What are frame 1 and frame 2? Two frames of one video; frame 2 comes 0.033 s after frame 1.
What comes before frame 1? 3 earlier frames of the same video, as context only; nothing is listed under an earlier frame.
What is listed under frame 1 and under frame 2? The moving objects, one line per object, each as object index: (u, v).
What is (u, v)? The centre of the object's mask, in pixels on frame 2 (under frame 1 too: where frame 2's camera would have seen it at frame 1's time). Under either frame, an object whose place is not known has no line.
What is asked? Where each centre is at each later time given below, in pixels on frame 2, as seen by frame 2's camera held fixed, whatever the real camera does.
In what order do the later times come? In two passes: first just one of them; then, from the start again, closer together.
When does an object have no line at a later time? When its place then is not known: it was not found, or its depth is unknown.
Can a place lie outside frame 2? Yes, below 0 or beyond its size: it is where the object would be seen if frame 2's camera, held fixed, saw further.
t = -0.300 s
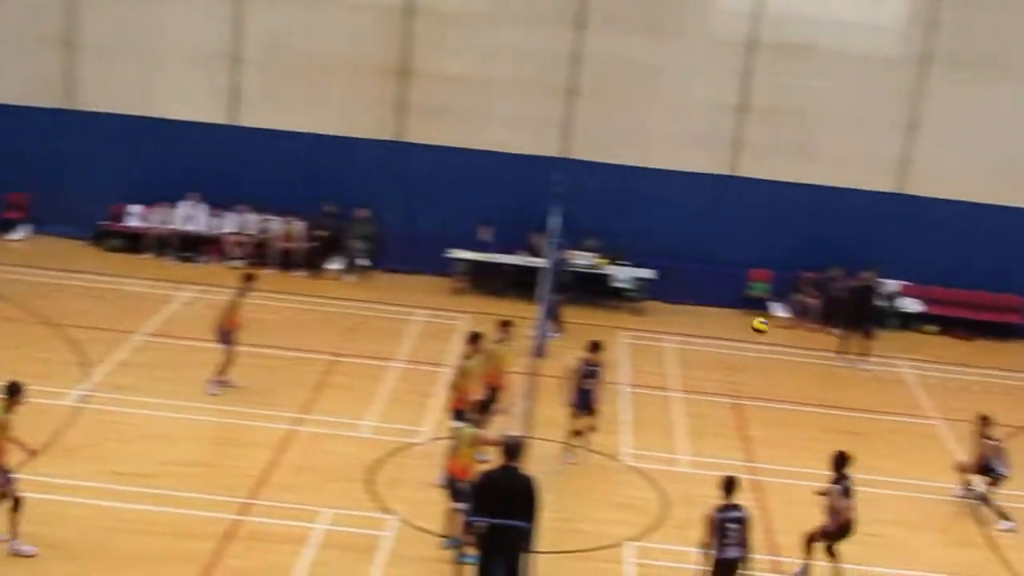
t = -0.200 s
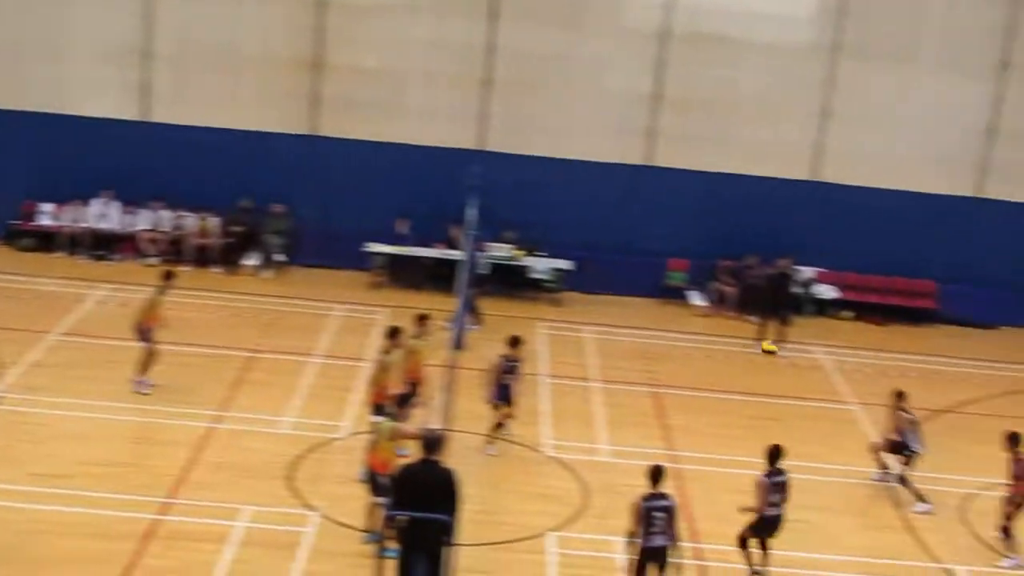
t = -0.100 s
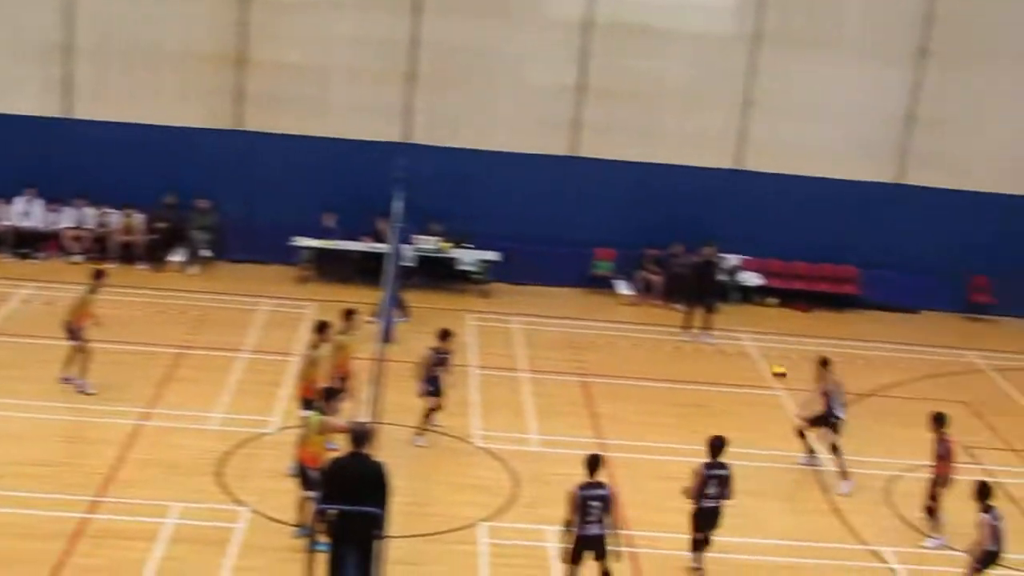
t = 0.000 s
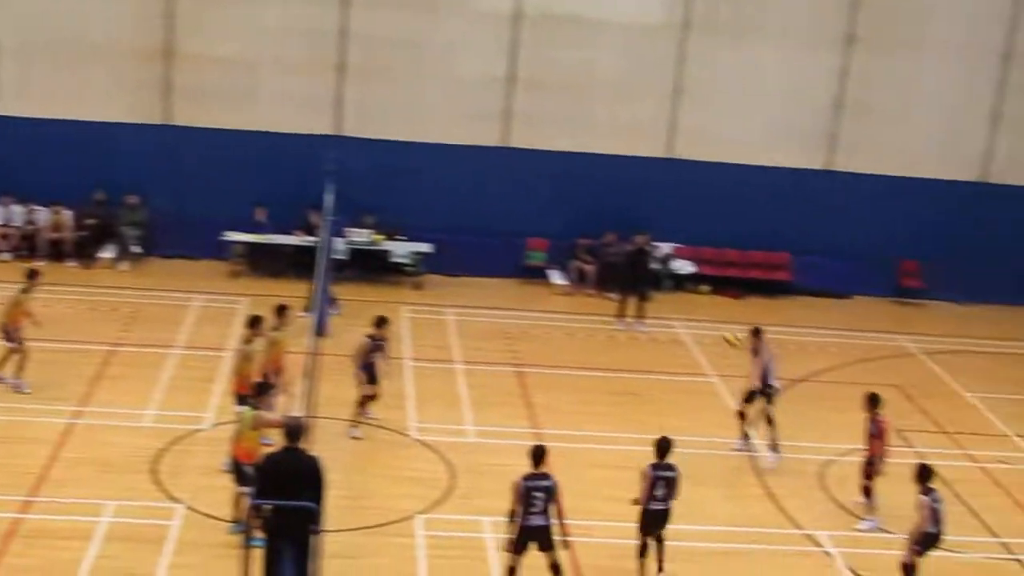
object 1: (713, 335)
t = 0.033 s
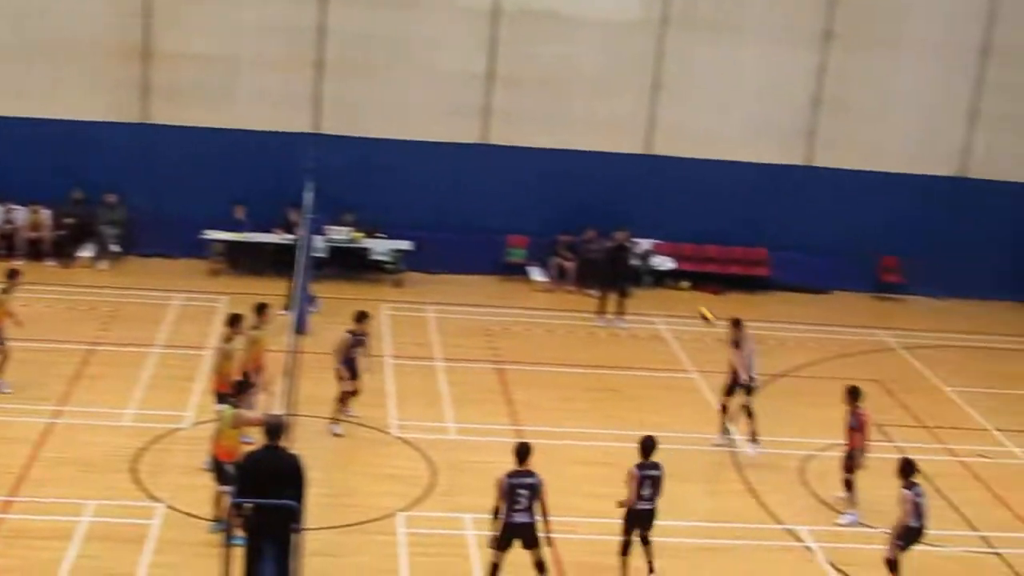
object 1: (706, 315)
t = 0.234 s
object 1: (668, 223)
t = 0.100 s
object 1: (695, 281)
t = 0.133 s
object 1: (688, 267)
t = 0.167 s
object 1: (682, 252)
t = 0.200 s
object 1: (674, 236)
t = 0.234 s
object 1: (668, 223)
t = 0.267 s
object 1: (661, 211)
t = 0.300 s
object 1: (655, 199)
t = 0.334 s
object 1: (648, 188)
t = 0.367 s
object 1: (641, 178)
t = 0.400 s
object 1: (634, 167)
